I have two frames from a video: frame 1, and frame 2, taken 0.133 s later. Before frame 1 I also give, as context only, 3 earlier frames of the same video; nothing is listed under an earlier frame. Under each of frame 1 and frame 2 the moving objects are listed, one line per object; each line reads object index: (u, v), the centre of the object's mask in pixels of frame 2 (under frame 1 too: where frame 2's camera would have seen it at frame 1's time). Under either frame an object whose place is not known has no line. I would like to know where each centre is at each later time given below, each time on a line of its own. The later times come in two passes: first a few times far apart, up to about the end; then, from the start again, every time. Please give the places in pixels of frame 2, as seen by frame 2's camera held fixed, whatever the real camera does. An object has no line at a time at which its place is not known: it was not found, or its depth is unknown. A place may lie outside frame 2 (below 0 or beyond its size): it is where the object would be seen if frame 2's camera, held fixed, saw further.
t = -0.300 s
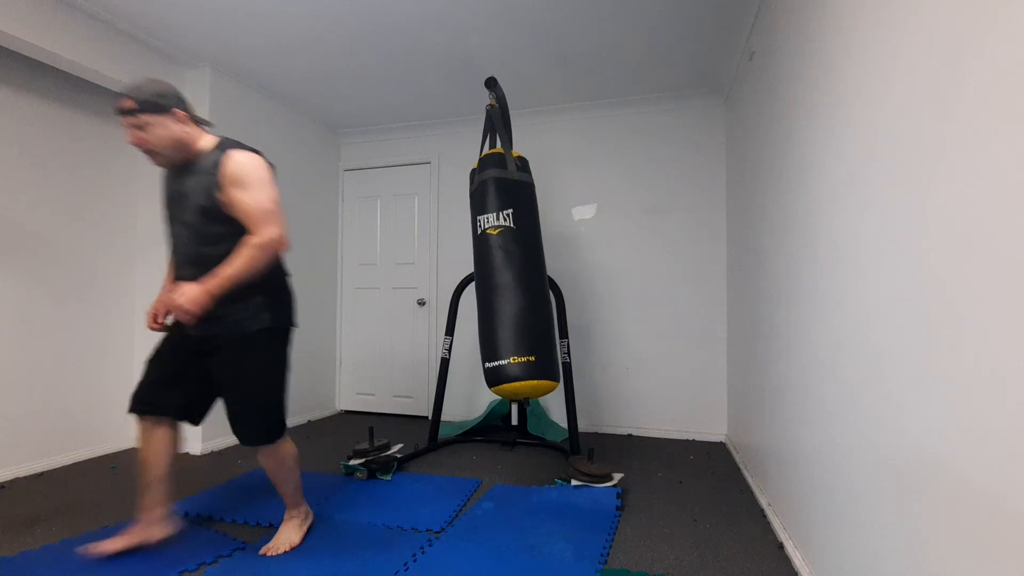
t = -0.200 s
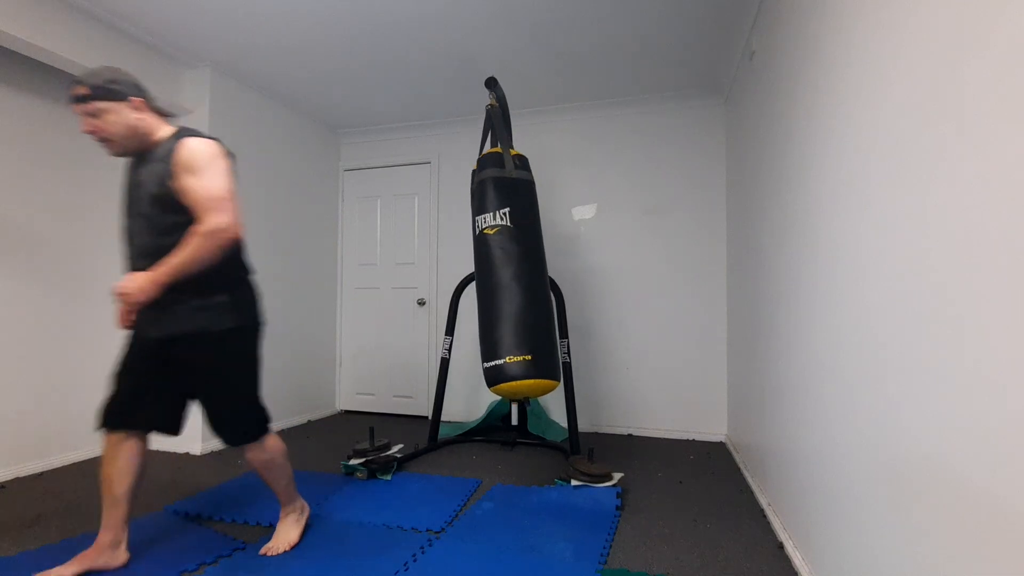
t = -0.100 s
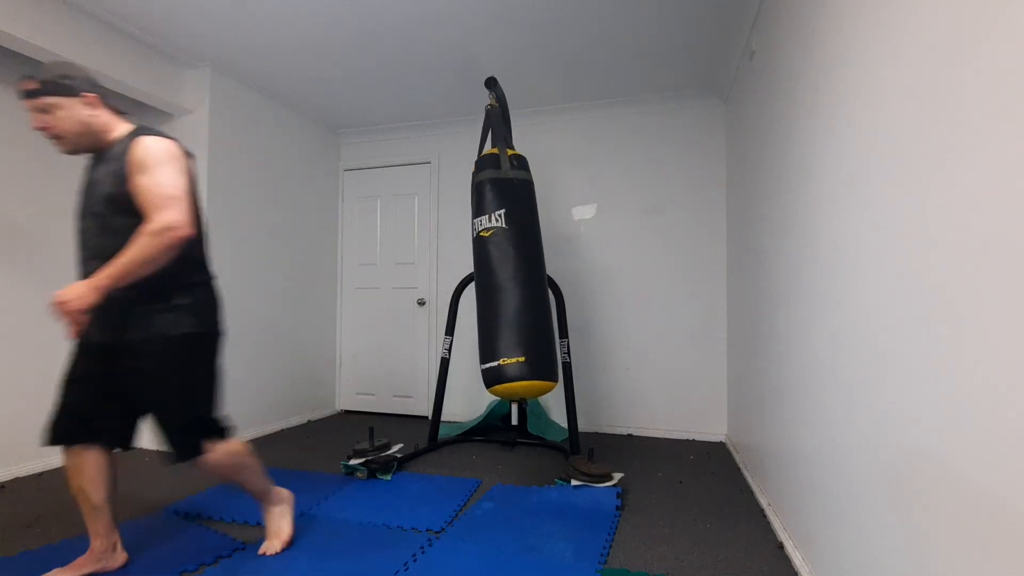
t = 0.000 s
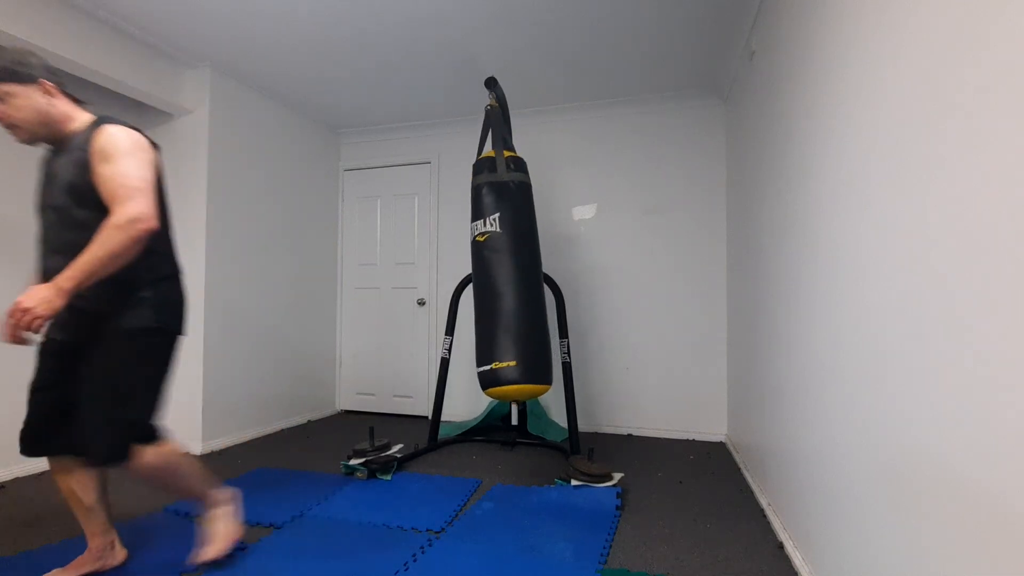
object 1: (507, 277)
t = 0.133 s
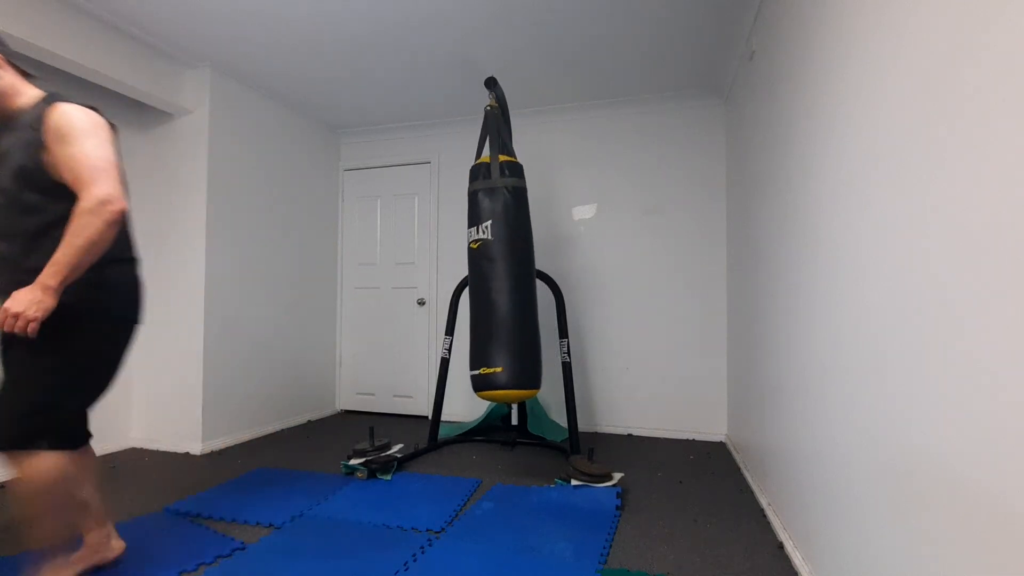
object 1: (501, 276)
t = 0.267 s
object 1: (495, 273)
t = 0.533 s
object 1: (484, 266)
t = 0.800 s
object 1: (480, 265)
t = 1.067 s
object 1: (487, 269)
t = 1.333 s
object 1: (497, 276)
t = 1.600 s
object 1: (506, 281)
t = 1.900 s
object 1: (508, 279)
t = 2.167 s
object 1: (499, 280)
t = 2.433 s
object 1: (487, 277)
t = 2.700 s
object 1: (480, 272)
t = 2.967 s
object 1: (480, 263)
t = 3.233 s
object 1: (485, 263)
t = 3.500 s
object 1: (494, 266)
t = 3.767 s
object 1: (503, 274)
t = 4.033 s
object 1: (507, 276)
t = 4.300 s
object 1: (502, 278)
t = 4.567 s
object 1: (491, 279)
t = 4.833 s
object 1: (482, 277)
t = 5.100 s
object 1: (480, 270)
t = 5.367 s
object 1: (484, 266)
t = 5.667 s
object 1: (493, 269)
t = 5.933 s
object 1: (501, 274)
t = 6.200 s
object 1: (506, 275)
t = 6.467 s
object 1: (502, 274)
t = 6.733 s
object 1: (492, 276)
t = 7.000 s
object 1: (483, 275)
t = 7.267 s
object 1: (480, 269)
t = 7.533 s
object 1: (483, 265)
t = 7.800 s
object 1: (490, 268)
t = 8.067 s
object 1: (498, 272)
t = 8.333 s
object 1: (504, 276)
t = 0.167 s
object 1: (500, 276)
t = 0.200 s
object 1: (498, 275)
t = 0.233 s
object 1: (497, 274)
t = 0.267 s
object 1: (495, 273)
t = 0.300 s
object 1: (494, 273)
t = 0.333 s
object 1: (492, 275)
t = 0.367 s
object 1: (491, 271)
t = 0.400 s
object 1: (489, 270)
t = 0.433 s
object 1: (488, 272)
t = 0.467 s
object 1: (486, 268)
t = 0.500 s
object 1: (485, 267)
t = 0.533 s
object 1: (484, 266)
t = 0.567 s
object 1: (483, 264)
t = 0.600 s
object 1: (482, 264)
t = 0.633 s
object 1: (481, 263)
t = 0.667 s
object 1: (481, 262)
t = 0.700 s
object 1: (480, 261)
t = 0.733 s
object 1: (480, 261)
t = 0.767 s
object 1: (479, 264)
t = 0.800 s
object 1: (480, 265)
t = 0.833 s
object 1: (481, 262)
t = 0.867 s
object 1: (482, 262)
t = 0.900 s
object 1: (482, 265)
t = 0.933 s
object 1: (483, 265)
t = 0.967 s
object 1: (484, 266)
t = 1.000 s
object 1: (485, 267)
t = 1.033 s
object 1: (486, 267)
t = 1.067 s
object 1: (487, 269)
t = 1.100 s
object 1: (488, 269)
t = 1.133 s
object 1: (489, 271)
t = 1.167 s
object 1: (491, 272)
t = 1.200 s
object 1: (492, 275)
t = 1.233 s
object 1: (493, 274)
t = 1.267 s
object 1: (495, 275)
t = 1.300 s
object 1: (496, 275)
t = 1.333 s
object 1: (497, 276)
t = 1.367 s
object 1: (499, 278)
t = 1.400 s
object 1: (500, 279)
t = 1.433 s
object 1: (501, 279)
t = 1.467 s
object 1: (502, 280)
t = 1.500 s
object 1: (504, 281)
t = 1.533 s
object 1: (505, 281)
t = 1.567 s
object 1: (506, 283)
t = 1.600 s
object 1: (506, 281)
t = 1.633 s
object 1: (507, 284)
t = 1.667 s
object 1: (508, 280)
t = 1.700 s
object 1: (508, 284)
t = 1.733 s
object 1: (509, 281)
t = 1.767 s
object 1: (509, 280)
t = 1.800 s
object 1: (509, 280)
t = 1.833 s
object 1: (509, 282)
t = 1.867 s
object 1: (508, 279)
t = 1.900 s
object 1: (508, 279)
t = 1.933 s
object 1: (507, 279)
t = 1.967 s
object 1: (506, 279)
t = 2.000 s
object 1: (505, 279)
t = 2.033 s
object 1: (504, 278)
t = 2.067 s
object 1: (503, 278)
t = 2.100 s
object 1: (502, 278)
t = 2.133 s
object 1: (500, 280)
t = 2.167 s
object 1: (499, 280)
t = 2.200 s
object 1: (497, 280)
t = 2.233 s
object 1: (496, 278)
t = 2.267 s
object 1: (494, 278)
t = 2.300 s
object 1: (493, 281)
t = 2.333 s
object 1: (491, 281)
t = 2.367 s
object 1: (490, 282)
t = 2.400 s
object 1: (488, 280)
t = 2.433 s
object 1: (487, 277)
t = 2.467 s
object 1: (486, 279)
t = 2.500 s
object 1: (485, 279)
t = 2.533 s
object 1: (484, 278)
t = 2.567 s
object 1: (483, 277)
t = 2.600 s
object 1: (482, 277)
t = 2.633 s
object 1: (481, 276)
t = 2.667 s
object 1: (480, 274)
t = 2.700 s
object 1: (480, 272)
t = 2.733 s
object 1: (480, 271)
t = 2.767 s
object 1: (479, 270)
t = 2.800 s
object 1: (479, 269)
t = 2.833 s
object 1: (479, 268)
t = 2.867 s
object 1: (479, 265)
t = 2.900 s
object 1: (480, 265)
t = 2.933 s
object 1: (480, 264)
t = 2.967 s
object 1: (480, 263)
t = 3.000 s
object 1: (481, 263)
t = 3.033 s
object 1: (481, 262)
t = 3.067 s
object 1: (482, 262)
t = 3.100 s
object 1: (482, 262)
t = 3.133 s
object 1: (483, 262)
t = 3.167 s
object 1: (484, 262)
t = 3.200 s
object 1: (485, 263)
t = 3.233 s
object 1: (485, 263)
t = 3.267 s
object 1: (487, 263)
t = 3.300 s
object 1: (488, 263)
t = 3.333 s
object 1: (489, 263)
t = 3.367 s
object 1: (490, 264)
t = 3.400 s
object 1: (491, 265)
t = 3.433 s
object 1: (492, 265)
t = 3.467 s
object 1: (493, 266)
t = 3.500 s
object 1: (494, 266)
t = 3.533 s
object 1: (495, 267)
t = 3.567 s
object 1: (497, 268)
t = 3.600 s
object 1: (498, 269)
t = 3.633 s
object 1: (499, 269)
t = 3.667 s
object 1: (500, 270)
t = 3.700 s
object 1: (501, 271)
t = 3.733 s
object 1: (502, 274)
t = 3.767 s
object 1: (503, 274)
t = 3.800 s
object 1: (504, 275)
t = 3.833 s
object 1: (505, 273)
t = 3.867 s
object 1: (505, 273)
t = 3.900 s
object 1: (506, 276)
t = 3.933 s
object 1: (506, 274)
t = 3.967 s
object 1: (507, 274)
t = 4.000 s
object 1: (507, 277)
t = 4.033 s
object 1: (507, 276)
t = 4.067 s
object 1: (507, 276)
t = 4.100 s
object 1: (507, 278)
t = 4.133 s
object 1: (506, 276)
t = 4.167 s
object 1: (506, 277)
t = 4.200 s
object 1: (505, 277)
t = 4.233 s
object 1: (504, 278)
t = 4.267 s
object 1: (503, 278)
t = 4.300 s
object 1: (502, 278)
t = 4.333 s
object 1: (501, 278)
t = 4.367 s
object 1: (500, 278)
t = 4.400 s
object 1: (498, 278)
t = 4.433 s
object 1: (497, 278)
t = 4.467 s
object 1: (495, 278)
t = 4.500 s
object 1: (494, 278)
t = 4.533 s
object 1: (492, 279)
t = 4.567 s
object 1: (491, 279)
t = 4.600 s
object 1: (490, 277)
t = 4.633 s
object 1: (488, 277)
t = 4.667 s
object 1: (487, 277)
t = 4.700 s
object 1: (486, 277)
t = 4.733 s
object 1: (485, 277)
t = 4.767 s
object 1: (484, 276)
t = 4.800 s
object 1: (483, 277)
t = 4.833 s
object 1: (482, 277)
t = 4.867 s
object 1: (481, 276)
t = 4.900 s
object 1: (481, 276)
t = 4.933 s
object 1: (480, 275)
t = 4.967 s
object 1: (480, 273)
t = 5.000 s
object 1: (480, 272)
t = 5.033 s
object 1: (480, 271)
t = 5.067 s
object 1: (480, 271)
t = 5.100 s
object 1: (480, 270)
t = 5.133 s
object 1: (480, 269)
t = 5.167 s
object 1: (480, 267)
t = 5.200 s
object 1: (480, 268)
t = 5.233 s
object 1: (481, 268)
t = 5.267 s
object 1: (481, 267)
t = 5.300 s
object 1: (482, 266)
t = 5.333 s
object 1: (483, 266)
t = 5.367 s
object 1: (484, 266)
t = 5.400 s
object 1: (484, 266)
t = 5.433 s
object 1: (485, 266)
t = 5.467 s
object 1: (486, 266)
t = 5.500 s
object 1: (487, 266)
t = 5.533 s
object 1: (488, 266)
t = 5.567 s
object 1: (489, 268)
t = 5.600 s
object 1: (490, 270)
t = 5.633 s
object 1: (491, 271)
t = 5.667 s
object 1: (493, 269)
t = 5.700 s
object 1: (494, 269)
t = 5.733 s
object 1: (495, 270)
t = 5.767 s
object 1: (496, 270)
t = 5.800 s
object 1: (497, 271)
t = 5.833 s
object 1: (498, 272)
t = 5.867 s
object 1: (499, 272)
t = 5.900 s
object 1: (500, 273)
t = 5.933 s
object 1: (501, 274)
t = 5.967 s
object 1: (502, 274)
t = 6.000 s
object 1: (503, 275)
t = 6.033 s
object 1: (503, 275)
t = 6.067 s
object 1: (504, 275)
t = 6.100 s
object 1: (505, 275)
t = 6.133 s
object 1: (505, 275)
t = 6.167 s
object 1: (505, 273)
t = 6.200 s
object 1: (506, 275)
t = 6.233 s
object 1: (506, 275)
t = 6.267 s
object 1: (506, 274)
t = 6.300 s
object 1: (505, 274)
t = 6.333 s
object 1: (505, 274)
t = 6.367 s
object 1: (504, 275)
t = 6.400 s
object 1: (504, 275)
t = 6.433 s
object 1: (503, 275)
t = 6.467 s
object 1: (502, 274)
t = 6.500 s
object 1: (501, 276)
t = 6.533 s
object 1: (500, 274)
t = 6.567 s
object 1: (499, 274)
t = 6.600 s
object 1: (498, 274)
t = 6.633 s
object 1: (497, 275)
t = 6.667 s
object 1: (495, 275)
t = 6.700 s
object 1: (494, 276)
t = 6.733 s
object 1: (492, 276)
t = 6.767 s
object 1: (491, 277)
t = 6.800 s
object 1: (490, 277)
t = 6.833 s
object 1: (488, 279)
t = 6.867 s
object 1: (487, 278)
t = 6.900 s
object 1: (486, 277)
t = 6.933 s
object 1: (485, 277)
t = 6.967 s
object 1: (484, 276)
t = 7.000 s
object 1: (483, 275)
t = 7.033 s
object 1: (482, 275)
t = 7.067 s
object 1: (482, 272)
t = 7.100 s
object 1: (481, 273)
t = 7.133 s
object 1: (481, 272)
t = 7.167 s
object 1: (480, 272)
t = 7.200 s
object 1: (480, 271)
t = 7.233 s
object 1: (480, 269)
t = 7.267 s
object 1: (480, 269)
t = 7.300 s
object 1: (480, 268)
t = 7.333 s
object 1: (480, 268)
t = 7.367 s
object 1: (480, 267)
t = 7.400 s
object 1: (481, 267)
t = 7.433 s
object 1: (481, 266)
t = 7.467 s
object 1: (481, 266)
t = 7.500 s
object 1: (482, 265)
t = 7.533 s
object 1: (483, 265)
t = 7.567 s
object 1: (483, 265)
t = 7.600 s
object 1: (484, 265)
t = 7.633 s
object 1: (485, 265)
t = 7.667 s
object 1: (486, 265)
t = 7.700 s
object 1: (487, 264)
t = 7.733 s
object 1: (488, 265)
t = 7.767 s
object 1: (489, 266)
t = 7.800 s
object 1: (490, 268)
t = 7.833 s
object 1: (490, 269)
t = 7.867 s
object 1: (491, 269)
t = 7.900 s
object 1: (493, 269)
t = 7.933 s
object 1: (494, 269)
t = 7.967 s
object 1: (495, 270)
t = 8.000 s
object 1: (496, 271)
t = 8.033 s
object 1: (497, 271)
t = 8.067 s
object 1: (498, 272)
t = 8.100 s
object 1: (499, 272)
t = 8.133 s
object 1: (500, 273)
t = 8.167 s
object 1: (501, 273)
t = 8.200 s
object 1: (502, 274)
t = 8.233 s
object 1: (502, 274)
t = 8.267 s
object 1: (503, 275)
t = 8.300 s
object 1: (504, 275)
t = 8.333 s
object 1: (504, 276)
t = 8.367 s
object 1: (505, 276)
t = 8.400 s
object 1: (505, 277)
